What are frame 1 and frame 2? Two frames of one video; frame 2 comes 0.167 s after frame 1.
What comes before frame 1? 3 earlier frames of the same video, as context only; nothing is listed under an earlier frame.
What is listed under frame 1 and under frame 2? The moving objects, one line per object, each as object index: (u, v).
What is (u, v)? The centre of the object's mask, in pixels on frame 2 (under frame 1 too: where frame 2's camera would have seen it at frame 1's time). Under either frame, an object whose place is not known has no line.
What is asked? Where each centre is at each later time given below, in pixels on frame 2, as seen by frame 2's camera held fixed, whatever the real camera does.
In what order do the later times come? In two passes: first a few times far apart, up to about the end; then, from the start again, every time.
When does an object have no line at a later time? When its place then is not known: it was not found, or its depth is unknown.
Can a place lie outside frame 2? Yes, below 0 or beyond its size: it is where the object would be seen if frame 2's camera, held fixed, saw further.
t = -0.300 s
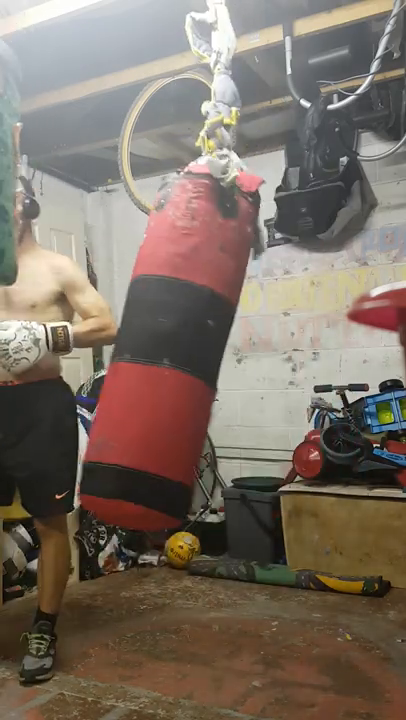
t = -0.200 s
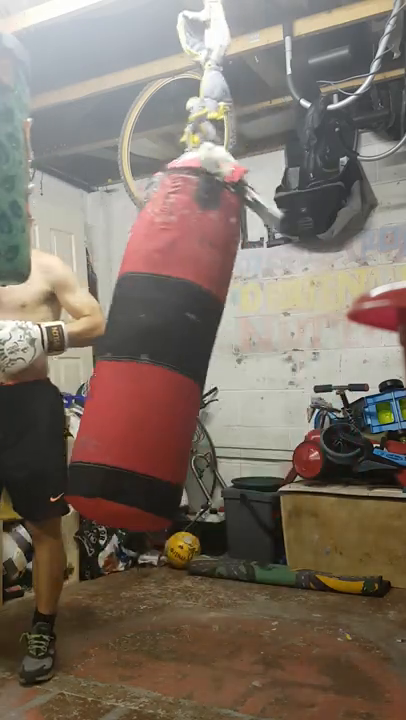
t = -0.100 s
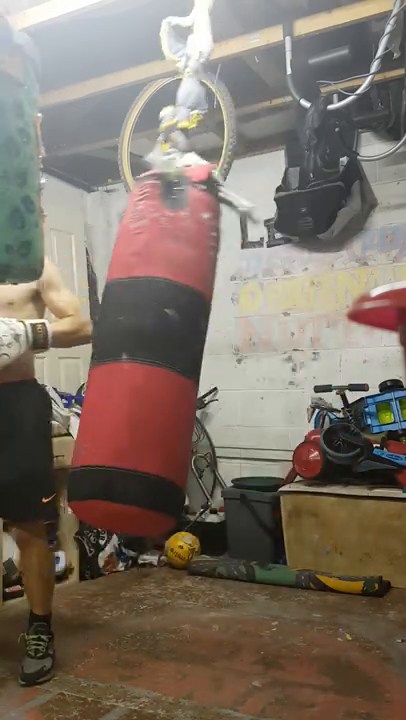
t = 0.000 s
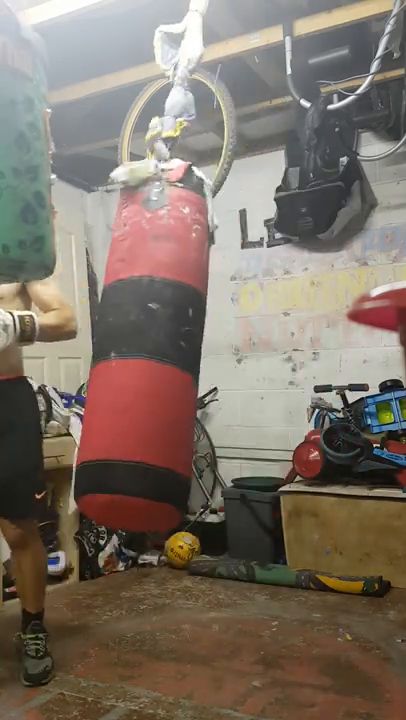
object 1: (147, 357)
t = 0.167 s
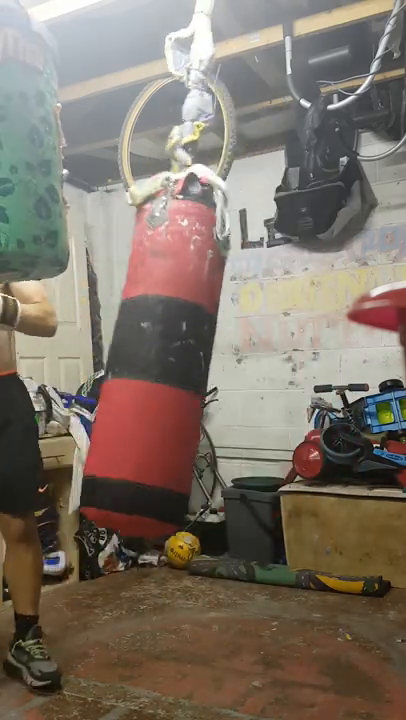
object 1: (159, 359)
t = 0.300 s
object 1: (178, 350)
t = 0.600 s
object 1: (218, 352)
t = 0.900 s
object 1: (254, 350)
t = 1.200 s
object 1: (261, 344)
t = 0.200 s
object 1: (163, 358)
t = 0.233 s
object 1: (168, 356)
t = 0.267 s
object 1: (173, 352)
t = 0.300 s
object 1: (178, 350)
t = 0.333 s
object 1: (183, 351)
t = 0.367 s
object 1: (187, 362)
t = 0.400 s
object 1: (193, 351)
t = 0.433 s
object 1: (196, 366)
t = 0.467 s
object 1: (200, 367)
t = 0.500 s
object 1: (204, 367)
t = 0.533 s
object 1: (210, 355)
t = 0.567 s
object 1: (214, 353)
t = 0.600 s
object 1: (218, 352)
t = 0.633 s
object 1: (222, 352)
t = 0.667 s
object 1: (226, 350)
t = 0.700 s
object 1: (231, 350)
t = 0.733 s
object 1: (235, 348)
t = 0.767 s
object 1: (239, 346)
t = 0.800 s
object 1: (243, 345)
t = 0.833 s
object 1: (247, 342)
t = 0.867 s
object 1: (250, 341)
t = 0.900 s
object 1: (254, 350)
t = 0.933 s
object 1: (256, 350)
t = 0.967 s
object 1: (257, 346)
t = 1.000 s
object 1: (257, 341)
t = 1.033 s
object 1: (260, 351)
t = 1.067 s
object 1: (259, 342)
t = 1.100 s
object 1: (260, 342)
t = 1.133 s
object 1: (260, 342)
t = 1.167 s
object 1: (260, 342)
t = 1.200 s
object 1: (261, 344)
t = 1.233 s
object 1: (261, 345)
